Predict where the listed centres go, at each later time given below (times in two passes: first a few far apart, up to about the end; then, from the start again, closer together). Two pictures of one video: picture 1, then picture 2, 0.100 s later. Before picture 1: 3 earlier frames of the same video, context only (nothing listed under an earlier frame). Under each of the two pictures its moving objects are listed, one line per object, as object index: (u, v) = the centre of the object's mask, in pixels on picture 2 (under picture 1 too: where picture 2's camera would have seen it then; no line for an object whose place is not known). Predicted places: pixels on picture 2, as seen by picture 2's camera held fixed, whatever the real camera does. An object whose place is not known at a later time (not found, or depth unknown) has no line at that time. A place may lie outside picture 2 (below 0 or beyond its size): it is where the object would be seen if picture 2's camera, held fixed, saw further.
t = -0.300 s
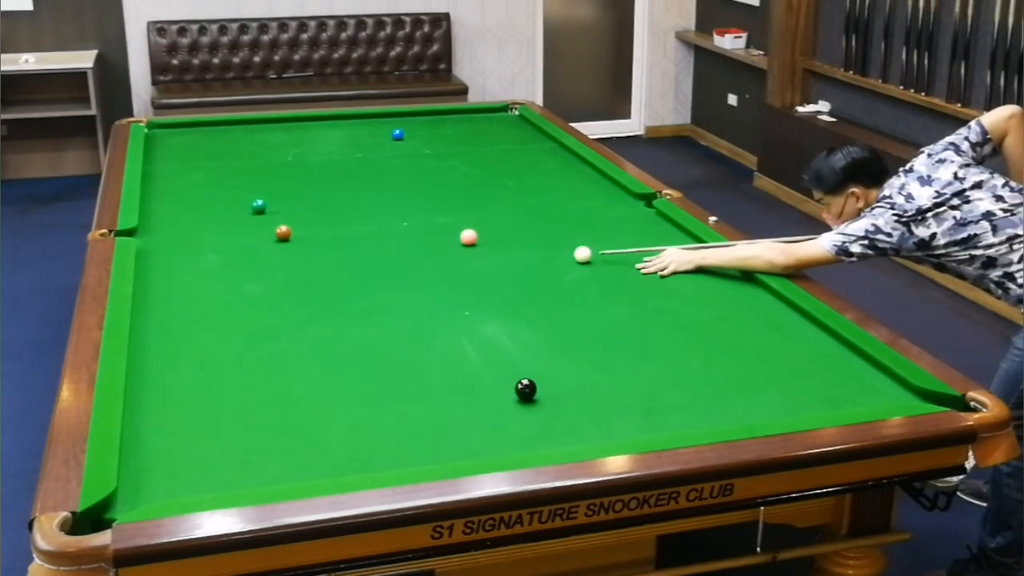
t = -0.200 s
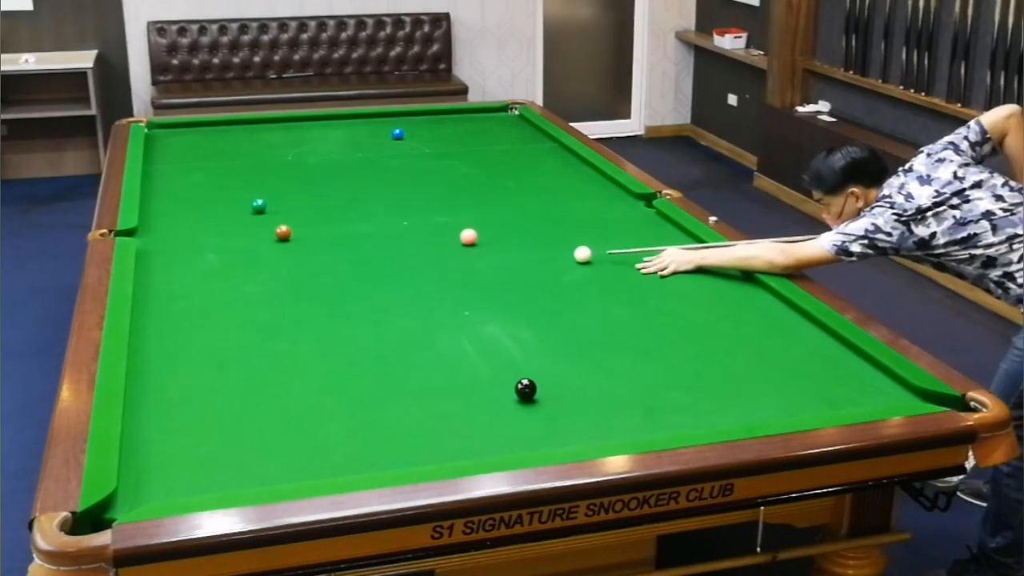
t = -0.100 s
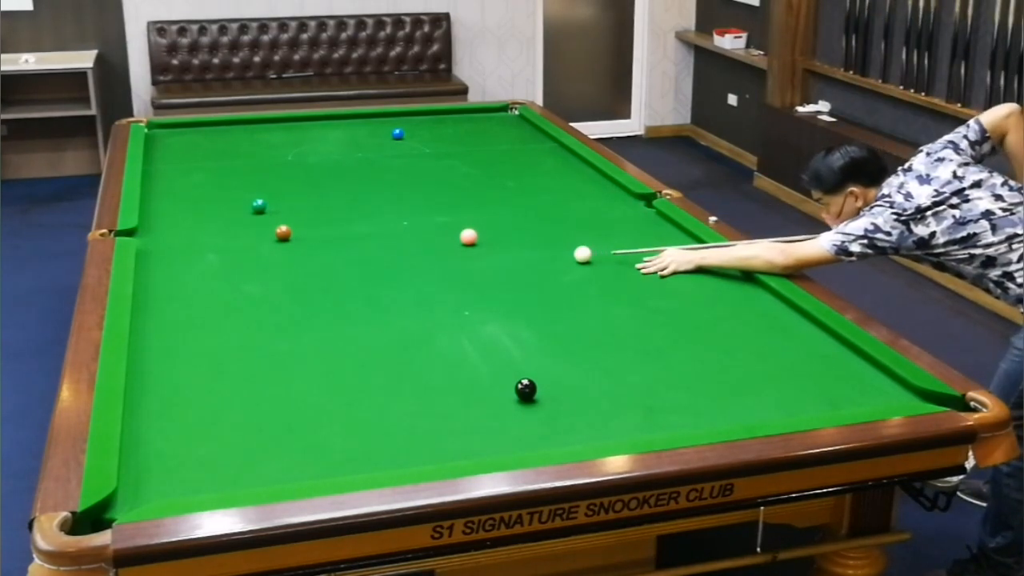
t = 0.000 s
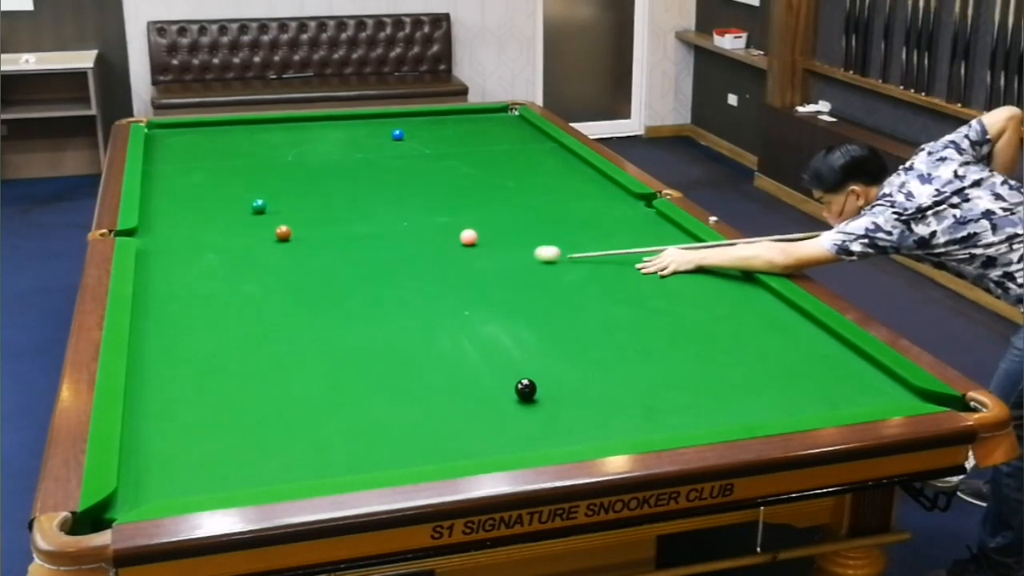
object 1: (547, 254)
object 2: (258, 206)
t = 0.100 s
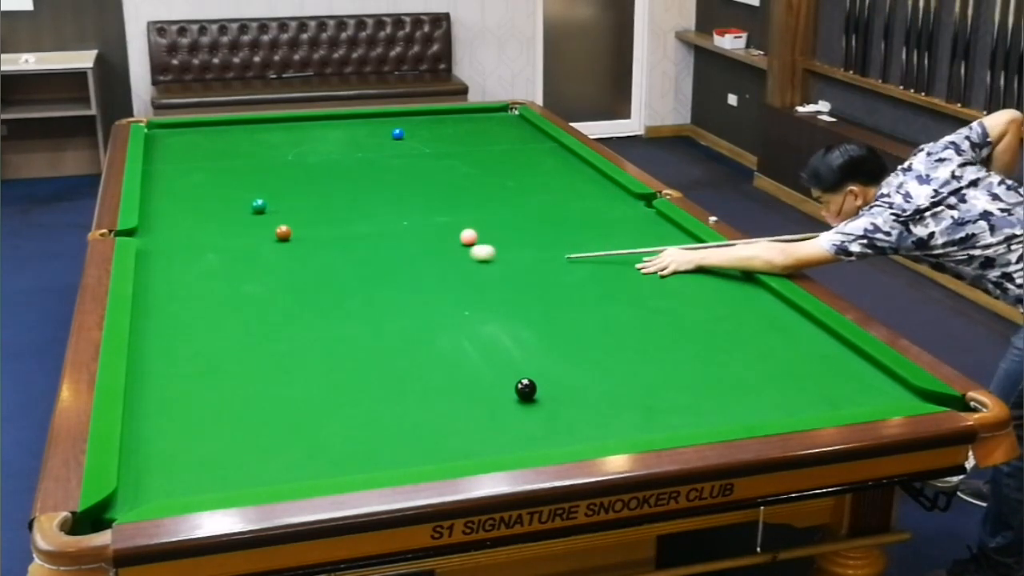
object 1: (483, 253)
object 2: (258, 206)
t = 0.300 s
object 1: (377, 251)
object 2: (258, 206)
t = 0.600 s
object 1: (250, 248)
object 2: (258, 206)
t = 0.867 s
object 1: (145, 245)
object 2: (258, 206)
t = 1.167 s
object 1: (221, 222)
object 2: (258, 206)
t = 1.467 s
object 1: (284, 207)
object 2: (257, 202)
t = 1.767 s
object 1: (344, 199)
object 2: (254, 195)
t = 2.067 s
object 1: (399, 192)
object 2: (251, 189)
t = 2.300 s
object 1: (439, 187)
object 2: (249, 184)
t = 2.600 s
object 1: (486, 181)
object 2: (247, 179)
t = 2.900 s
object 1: (529, 176)
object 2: (245, 175)
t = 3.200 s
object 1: (568, 171)
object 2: (243, 171)
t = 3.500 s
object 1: (581, 168)
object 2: (241, 167)
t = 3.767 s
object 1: (558, 168)
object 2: (240, 165)
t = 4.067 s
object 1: (534, 169)
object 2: (238, 162)
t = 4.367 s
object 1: (512, 170)
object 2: (237, 160)
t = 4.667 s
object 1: (492, 171)
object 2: (236, 159)
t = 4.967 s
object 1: (473, 171)
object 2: (236, 157)
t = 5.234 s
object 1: (458, 171)
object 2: (236, 156)
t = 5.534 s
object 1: (443, 172)
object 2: (235, 156)
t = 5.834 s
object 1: (430, 172)
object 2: (235, 156)
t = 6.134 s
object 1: (418, 173)
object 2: (235, 156)
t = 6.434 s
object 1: (409, 173)
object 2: (235, 156)
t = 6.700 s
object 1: (402, 173)
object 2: (235, 156)
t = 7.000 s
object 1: (395, 173)
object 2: (235, 156)
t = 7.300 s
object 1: (391, 173)
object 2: (235, 156)
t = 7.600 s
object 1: (387, 174)
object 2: (235, 156)
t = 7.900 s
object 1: (386, 174)
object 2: (235, 156)
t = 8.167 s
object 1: (385, 174)
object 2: (235, 156)
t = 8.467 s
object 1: (386, 174)
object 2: (235, 156)
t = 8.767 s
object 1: (386, 174)
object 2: (235, 156)
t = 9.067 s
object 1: (386, 174)
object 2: (235, 156)
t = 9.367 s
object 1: (386, 174)
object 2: (235, 156)
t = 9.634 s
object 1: (386, 174)
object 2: (235, 156)
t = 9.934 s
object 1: (386, 174)
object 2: (235, 156)
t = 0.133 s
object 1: (462, 252)
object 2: (258, 206)
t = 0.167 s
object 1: (443, 252)
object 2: (258, 206)
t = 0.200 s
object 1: (425, 251)
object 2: (258, 206)
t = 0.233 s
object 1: (408, 251)
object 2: (258, 206)
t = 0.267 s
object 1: (392, 251)
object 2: (258, 206)
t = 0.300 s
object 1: (377, 251)
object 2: (258, 206)
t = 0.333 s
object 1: (362, 251)
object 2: (258, 206)
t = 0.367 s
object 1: (348, 250)
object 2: (258, 206)
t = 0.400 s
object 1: (334, 250)
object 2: (258, 206)
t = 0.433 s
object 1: (320, 249)
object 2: (258, 206)
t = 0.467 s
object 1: (306, 249)
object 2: (258, 206)
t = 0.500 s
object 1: (292, 249)
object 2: (258, 206)
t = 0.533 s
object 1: (278, 249)
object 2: (258, 206)
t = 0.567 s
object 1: (264, 248)
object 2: (258, 206)
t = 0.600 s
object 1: (250, 248)
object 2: (258, 206)
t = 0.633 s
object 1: (236, 247)
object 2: (258, 206)
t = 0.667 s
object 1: (223, 247)
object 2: (258, 206)
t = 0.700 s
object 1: (209, 247)
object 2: (258, 206)
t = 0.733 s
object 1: (196, 247)
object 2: (258, 206)
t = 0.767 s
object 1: (182, 246)
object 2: (258, 206)
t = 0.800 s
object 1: (169, 246)
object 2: (258, 206)
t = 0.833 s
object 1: (156, 245)
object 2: (258, 206)
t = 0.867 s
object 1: (145, 245)
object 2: (258, 206)
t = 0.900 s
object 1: (154, 242)
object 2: (258, 206)
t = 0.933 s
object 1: (165, 239)
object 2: (258, 206)
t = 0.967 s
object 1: (175, 236)
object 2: (258, 206)
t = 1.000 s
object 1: (183, 234)
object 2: (258, 206)
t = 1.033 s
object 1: (191, 231)
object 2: (258, 206)
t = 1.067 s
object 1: (199, 229)
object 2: (258, 206)
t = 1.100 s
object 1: (207, 227)
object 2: (258, 206)
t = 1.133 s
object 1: (214, 224)
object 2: (258, 206)
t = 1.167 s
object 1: (221, 222)
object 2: (258, 206)
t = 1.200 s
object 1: (228, 220)
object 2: (258, 206)
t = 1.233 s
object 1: (236, 217)
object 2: (259, 206)
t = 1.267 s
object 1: (242, 215)
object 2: (259, 206)
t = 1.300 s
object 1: (249, 213)
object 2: (260, 205)
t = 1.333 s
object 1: (256, 211)
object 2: (258, 202)
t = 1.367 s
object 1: (263, 210)
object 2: (256, 203)
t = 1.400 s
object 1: (270, 209)
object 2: (256, 204)
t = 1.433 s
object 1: (277, 208)
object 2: (257, 203)
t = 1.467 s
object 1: (284, 207)
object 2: (257, 202)
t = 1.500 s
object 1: (291, 206)
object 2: (256, 202)
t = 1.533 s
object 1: (298, 205)
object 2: (256, 201)
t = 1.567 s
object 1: (305, 204)
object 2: (256, 200)
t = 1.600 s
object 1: (312, 203)
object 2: (256, 199)
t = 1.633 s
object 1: (318, 203)
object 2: (255, 198)
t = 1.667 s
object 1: (325, 202)
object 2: (255, 197)
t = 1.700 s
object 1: (331, 201)
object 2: (254, 197)
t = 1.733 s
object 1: (338, 200)
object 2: (254, 196)
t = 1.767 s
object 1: (344, 199)
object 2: (254, 195)
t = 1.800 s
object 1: (351, 199)
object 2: (254, 194)
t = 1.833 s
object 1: (357, 198)
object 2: (253, 194)
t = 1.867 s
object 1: (363, 197)
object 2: (253, 193)
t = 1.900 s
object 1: (369, 196)
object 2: (252, 192)
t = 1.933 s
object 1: (375, 195)
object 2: (252, 191)
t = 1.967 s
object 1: (381, 194)
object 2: (252, 191)
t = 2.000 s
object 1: (387, 194)
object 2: (252, 190)
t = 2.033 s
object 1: (393, 193)
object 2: (252, 189)
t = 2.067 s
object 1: (399, 192)
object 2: (251, 189)
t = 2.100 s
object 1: (405, 191)
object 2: (251, 188)
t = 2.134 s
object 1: (411, 191)
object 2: (251, 187)
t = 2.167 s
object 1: (416, 191)
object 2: (250, 187)
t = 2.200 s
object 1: (422, 190)
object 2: (250, 186)
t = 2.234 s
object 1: (428, 189)
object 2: (250, 186)
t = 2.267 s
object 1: (433, 188)
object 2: (249, 185)
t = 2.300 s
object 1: (439, 187)
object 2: (249, 184)
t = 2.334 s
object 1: (444, 186)
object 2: (249, 184)
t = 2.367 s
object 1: (449, 186)
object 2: (249, 183)
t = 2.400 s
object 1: (455, 186)
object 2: (249, 183)
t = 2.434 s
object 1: (460, 185)
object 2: (248, 182)
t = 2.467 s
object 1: (465, 184)
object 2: (248, 181)
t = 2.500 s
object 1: (471, 184)
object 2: (248, 181)
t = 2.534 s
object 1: (476, 182)
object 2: (247, 180)
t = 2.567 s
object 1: (480, 182)
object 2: (247, 180)
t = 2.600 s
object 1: (486, 181)
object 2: (247, 179)
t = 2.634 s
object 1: (491, 181)
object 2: (247, 179)
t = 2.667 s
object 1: (495, 180)
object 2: (247, 178)
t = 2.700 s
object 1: (500, 179)
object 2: (246, 177)
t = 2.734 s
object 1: (505, 179)
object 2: (246, 177)
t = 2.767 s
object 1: (510, 178)
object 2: (246, 176)
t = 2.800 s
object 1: (515, 177)
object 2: (246, 176)
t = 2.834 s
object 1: (519, 177)
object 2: (245, 176)
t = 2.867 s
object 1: (524, 176)
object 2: (245, 175)
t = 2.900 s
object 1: (529, 176)
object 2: (245, 175)
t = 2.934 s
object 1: (533, 175)
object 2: (245, 174)
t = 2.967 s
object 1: (538, 175)
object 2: (245, 174)
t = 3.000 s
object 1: (542, 174)
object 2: (245, 173)
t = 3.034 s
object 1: (547, 173)
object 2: (244, 173)
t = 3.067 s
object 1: (551, 173)
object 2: (244, 172)
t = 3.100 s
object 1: (555, 172)
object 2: (244, 172)
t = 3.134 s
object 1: (560, 172)
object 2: (244, 172)
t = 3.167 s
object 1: (564, 171)
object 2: (243, 171)
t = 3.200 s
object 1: (568, 171)
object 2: (243, 171)
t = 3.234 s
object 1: (572, 170)
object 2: (243, 170)
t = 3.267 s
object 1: (576, 170)
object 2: (243, 170)
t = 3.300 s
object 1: (581, 169)
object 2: (242, 169)
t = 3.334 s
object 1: (585, 169)
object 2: (242, 169)
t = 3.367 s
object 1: (589, 168)
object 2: (242, 169)
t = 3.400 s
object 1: (590, 167)
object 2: (242, 168)
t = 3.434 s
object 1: (587, 168)
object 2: (242, 168)
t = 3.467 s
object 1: (584, 168)
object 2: (241, 168)
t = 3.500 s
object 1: (581, 168)
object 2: (241, 167)
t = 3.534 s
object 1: (578, 168)
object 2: (241, 167)
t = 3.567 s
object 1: (575, 168)
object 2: (241, 167)
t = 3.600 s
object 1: (572, 168)
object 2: (241, 166)
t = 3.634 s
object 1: (569, 168)
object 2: (241, 166)
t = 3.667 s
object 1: (567, 168)
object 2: (240, 166)
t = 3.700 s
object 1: (564, 168)
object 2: (240, 165)
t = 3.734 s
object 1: (561, 168)
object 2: (240, 165)
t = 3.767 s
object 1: (558, 168)
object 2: (240, 165)
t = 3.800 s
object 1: (556, 169)
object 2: (239, 165)
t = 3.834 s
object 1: (553, 169)
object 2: (239, 164)
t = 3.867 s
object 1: (550, 169)
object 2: (239, 164)
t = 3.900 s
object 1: (548, 169)
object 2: (239, 164)
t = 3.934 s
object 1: (545, 169)
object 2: (239, 163)
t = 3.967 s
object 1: (542, 169)
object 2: (238, 163)
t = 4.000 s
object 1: (539, 169)
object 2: (238, 163)
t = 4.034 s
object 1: (537, 169)
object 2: (238, 163)
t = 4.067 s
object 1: (534, 169)
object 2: (238, 162)
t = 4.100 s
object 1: (532, 169)
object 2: (238, 162)
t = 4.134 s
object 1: (529, 169)
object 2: (237, 162)
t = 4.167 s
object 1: (527, 170)
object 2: (238, 161)
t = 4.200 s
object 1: (524, 170)
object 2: (237, 161)
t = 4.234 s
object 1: (522, 170)
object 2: (237, 161)
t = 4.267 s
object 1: (519, 170)
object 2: (237, 161)
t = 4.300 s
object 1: (517, 170)
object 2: (237, 161)
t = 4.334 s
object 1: (515, 170)
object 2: (237, 160)
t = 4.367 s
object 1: (512, 170)
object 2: (237, 160)
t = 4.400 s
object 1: (510, 170)
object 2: (237, 160)
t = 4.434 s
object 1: (508, 170)
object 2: (237, 160)
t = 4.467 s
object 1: (505, 170)
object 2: (237, 160)
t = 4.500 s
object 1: (503, 170)
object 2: (236, 160)
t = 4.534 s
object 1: (501, 170)
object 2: (236, 159)
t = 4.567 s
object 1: (498, 170)
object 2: (236, 159)
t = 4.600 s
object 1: (496, 170)
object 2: (236, 159)
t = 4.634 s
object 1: (494, 170)
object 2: (236, 159)
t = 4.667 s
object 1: (492, 171)
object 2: (236, 159)
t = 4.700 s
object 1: (490, 170)
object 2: (236, 159)
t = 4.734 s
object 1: (488, 171)
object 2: (236, 158)
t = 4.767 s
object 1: (486, 171)
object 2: (236, 158)
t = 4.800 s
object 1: (483, 171)
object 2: (236, 158)
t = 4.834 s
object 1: (481, 171)
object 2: (236, 157)
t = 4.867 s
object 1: (479, 171)
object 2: (236, 158)
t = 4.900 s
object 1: (477, 171)
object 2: (236, 157)
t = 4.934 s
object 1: (475, 171)
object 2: (236, 157)
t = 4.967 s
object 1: (473, 171)
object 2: (236, 157)
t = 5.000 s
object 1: (471, 171)
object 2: (236, 157)
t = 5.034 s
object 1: (470, 171)
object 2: (236, 157)
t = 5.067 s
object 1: (468, 171)
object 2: (236, 157)
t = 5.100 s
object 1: (466, 171)
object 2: (236, 157)
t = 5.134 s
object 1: (464, 171)
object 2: (236, 157)
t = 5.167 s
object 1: (462, 171)
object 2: (236, 156)
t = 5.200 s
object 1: (460, 171)
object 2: (236, 156)
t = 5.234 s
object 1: (458, 171)
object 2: (236, 156)
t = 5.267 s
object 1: (457, 171)
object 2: (236, 156)
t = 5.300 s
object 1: (455, 171)
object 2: (236, 156)
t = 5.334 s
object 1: (453, 171)
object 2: (236, 156)
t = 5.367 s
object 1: (451, 172)
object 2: (236, 156)
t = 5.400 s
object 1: (450, 172)
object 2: (235, 156)
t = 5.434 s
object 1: (448, 172)
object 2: (235, 156)
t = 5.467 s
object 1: (446, 172)
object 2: (235, 156)
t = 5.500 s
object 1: (445, 172)
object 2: (235, 156)
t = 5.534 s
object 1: (443, 172)
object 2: (235, 156)
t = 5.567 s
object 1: (442, 172)
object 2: (235, 156)
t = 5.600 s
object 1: (440, 172)
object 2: (235, 156)
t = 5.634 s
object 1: (438, 172)
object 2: (235, 156)
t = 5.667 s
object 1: (437, 172)
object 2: (235, 156)
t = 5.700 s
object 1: (436, 172)
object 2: (235, 156)
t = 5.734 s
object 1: (434, 172)
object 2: (235, 156)
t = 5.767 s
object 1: (433, 172)
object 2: (235, 156)
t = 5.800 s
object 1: (431, 172)
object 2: (235, 156)
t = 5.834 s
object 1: (430, 172)
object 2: (235, 156)
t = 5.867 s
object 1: (428, 172)
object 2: (235, 156)
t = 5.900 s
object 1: (427, 172)
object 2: (235, 156)
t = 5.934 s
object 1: (426, 172)
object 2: (235, 156)
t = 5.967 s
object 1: (425, 172)
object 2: (235, 156)
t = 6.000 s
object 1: (423, 172)
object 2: (235, 156)
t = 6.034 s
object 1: (422, 173)
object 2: (235, 156)
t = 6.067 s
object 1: (421, 172)
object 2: (235, 156)
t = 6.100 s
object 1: (419, 172)
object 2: (235, 156)
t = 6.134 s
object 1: (418, 173)
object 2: (235, 156)
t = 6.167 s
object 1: (417, 173)
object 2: (235, 156)
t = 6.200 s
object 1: (416, 173)
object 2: (235, 156)
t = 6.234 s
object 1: (415, 173)
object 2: (235, 156)
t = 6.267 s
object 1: (414, 173)
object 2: (235, 156)
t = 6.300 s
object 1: (413, 173)
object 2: (235, 156)
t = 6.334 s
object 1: (412, 173)
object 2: (235, 156)
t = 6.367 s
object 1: (411, 173)
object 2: (235, 156)
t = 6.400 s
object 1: (410, 173)
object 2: (235, 156)
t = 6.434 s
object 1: (409, 173)
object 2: (235, 156)
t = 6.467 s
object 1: (408, 173)
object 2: (235, 156)
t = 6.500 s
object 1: (407, 173)
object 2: (235, 156)
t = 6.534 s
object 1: (406, 173)
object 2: (235, 156)
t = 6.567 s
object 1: (405, 173)
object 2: (235, 156)
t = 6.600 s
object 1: (404, 173)
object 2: (235, 156)
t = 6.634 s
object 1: (403, 173)
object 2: (235, 156)
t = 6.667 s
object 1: (403, 173)
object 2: (235, 156)
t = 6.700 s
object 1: (402, 173)
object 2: (235, 156)
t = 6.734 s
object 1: (401, 173)
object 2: (235, 156)
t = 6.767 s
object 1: (400, 173)
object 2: (235, 156)
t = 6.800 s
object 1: (399, 173)
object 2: (235, 156)
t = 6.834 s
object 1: (399, 173)
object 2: (235, 156)
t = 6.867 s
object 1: (398, 173)
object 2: (235, 156)
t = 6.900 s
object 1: (397, 173)
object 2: (235, 156)
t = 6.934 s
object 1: (397, 173)
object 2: (235, 156)
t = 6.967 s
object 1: (396, 173)
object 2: (235, 156)
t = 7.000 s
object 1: (395, 173)
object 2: (235, 156)
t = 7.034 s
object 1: (395, 173)
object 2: (235, 156)
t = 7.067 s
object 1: (394, 173)
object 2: (235, 156)
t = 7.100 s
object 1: (394, 173)
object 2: (235, 156)
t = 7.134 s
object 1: (393, 173)
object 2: (235, 156)
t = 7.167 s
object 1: (392, 173)
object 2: (235, 156)
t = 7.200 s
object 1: (392, 173)
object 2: (235, 156)
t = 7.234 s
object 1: (391, 173)
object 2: (235, 156)
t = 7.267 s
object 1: (391, 173)
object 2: (235, 156)
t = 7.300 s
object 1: (391, 173)
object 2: (235, 156)
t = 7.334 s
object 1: (390, 173)
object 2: (235, 156)
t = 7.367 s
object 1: (389, 173)
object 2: (235, 156)
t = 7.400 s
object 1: (389, 173)
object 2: (235, 156)
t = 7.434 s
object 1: (389, 173)
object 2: (235, 156)
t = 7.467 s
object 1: (388, 174)
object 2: (235, 156)
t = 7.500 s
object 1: (388, 174)
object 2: (235, 156)
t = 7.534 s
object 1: (388, 174)
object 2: (235, 156)
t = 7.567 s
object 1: (387, 174)
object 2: (235, 156)
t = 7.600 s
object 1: (387, 174)
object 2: (235, 156)
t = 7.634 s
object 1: (387, 174)
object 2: (235, 156)
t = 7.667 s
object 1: (387, 174)
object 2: (235, 156)
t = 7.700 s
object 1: (387, 174)
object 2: (235, 156)
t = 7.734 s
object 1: (386, 174)
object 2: (235, 156)
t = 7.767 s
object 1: (386, 174)
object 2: (235, 156)
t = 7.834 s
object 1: (386, 174)
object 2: (235, 156)
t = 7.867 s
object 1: (386, 174)
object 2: (235, 156)
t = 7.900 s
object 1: (386, 174)
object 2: (235, 156)
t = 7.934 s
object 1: (386, 174)
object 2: (235, 156)
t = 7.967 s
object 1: (385, 174)
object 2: (235, 156)
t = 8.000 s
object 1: (385, 174)
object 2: (235, 156)
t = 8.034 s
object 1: (385, 174)
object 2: (235, 156)
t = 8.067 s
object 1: (385, 174)
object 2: (235, 156)
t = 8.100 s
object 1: (385, 174)
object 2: (235, 156)
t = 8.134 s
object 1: (386, 174)
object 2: (235, 156)
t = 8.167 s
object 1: (385, 174)
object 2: (235, 156)
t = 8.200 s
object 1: (386, 174)
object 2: (235, 156)
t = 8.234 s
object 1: (386, 174)
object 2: (235, 156)
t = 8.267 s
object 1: (386, 174)
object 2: (235, 156)
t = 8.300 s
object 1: (386, 174)
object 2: (235, 156)
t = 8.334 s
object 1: (386, 174)
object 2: (235, 156)
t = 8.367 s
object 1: (386, 174)
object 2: (235, 156)
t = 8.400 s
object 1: (386, 174)
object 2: (235, 156)
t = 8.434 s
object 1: (386, 174)
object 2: (235, 156)
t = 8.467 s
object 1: (386, 174)
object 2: (235, 156)
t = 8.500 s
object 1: (386, 174)
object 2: (235, 156)
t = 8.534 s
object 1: (386, 174)
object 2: (235, 156)
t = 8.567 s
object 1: (386, 174)
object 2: (235, 156)
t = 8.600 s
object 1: (386, 174)
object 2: (235, 156)
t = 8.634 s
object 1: (386, 174)
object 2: (235, 156)
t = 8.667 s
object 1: (386, 174)
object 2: (235, 156)
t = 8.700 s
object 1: (386, 174)
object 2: (235, 156)
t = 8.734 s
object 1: (386, 174)
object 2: (235, 156)
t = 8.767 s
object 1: (386, 174)
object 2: (235, 156)
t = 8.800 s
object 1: (386, 174)
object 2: (235, 156)
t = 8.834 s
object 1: (386, 174)
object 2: (235, 156)
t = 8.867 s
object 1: (386, 174)
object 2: (235, 156)
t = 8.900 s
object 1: (386, 174)
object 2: (235, 156)
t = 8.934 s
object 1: (386, 174)
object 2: (235, 156)
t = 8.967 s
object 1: (386, 174)
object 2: (235, 156)
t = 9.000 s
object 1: (386, 174)
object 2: (235, 156)
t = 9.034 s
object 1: (386, 174)
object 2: (235, 156)
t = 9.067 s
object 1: (386, 174)
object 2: (235, 156)
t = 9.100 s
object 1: (386, 174)
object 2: (235, 156)
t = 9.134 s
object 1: (386, 174)
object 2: (235, 156)
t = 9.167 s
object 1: (386, 174)
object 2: (235, 156)
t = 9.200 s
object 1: (386, 174)
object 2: (235, 156)
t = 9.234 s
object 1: (386, 174)
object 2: (235, 156)
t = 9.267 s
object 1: (386, 174)
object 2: (235, 156)
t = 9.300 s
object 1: (386, 174)
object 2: (235, 156)
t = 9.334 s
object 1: (386, 174)
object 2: (235, 156)
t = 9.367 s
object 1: (386, 174)
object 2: (235, 156)
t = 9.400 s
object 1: (386, 174)
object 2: (235, 156)
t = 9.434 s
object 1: (386, 174)
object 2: (235, 156)
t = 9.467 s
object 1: (386, 174)
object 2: (235, 156)
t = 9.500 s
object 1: (386, 174)
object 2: (235, 156)
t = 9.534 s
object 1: (386, 174)
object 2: (235, 156)
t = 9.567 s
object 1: (386, 174)
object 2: (235, 156)
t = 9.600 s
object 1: (386, 174)
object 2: (235, 156)
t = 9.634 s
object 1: (386, 174)
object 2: (235, 156)
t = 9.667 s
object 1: (386, 174)
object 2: (235, 156)
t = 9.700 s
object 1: (386, 174)
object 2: (235, 156)
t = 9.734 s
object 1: (386, 174)
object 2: (235, 156)
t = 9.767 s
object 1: (386, 174)
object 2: (235, 156)
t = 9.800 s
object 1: (386, 174)
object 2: (235, 156)
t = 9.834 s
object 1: (386, 174)
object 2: (235, 156)
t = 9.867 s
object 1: (386, 174)
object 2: (235, 156)
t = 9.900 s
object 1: (386, 174)
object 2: (235, 156)
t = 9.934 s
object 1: (386, 174)
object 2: (235, 156)
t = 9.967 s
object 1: (386, 174)
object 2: (235, 156)
